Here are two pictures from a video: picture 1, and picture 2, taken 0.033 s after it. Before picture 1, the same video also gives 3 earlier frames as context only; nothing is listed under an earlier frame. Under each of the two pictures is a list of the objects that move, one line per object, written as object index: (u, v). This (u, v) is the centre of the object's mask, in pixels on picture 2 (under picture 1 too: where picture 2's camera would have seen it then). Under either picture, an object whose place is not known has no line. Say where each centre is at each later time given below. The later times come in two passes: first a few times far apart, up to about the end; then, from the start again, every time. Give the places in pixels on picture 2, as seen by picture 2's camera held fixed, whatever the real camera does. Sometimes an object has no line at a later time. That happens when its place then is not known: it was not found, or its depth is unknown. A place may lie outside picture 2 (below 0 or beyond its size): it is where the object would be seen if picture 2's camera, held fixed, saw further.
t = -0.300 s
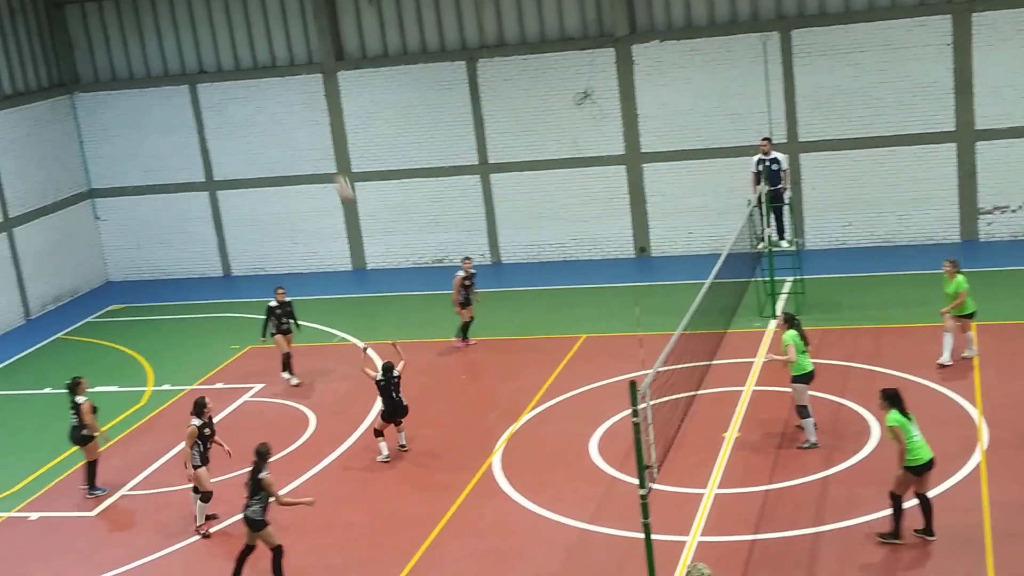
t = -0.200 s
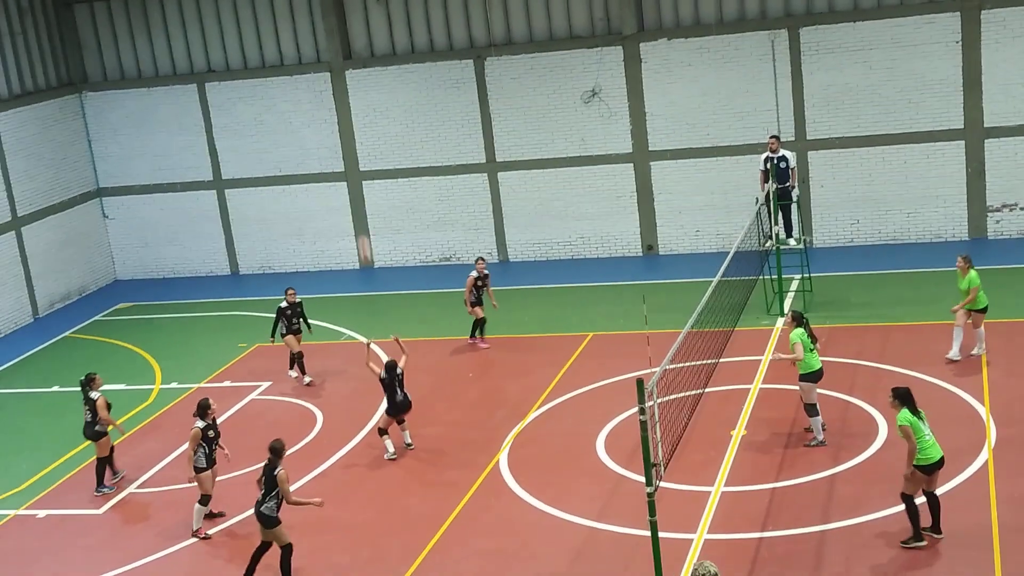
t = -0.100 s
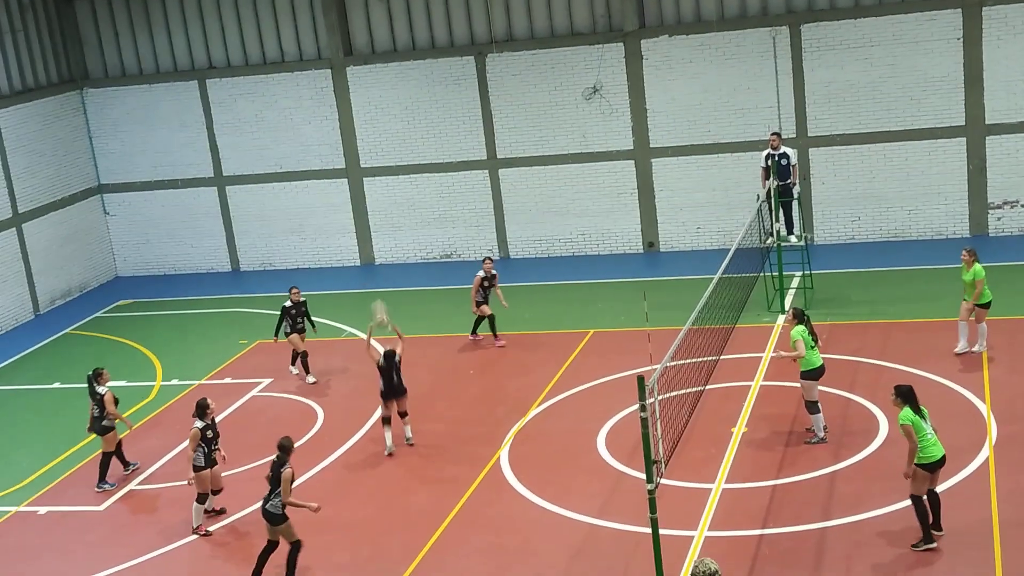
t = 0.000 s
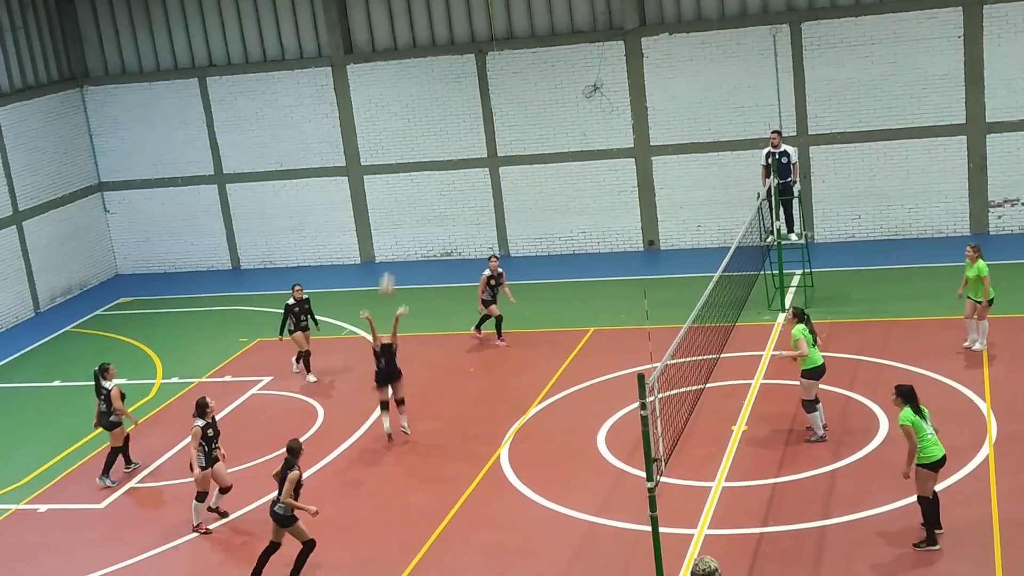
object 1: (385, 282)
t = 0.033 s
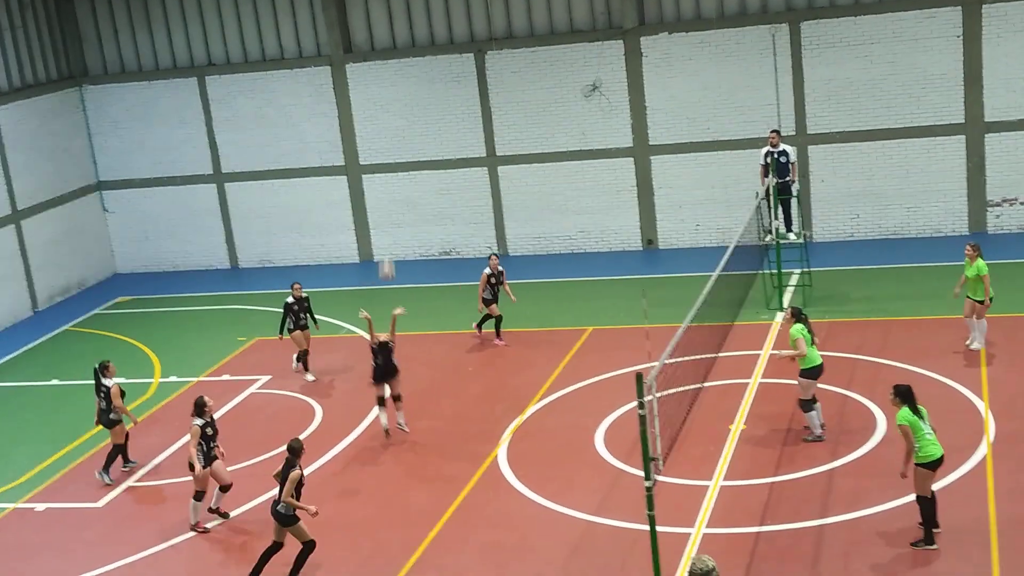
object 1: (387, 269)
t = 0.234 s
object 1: (402, 190)
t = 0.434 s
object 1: (423, 141)
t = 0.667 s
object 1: (456, 127)
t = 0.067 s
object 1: (390, 252)
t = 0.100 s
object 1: (393, 238)
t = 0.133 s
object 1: (395, 225)
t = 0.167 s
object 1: (397, 212)
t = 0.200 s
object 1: (399, 201)
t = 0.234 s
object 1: (402, 190)
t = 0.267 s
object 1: (405, 180)
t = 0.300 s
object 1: (408, 170)
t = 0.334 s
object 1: (412, 162)
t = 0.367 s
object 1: (414, 154)
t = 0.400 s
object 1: (419, 147)
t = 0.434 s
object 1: (423, 141)
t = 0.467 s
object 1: (428, 137)
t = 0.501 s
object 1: (432, 132)
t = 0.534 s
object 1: (436, 129)
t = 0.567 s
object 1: (441, 128)
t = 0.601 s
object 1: (446, 126)
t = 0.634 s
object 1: (451, 127)
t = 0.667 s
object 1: (456, 127)
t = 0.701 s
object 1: (462, 129)
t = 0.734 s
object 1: (467, 131)
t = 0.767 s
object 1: (473, 135)
